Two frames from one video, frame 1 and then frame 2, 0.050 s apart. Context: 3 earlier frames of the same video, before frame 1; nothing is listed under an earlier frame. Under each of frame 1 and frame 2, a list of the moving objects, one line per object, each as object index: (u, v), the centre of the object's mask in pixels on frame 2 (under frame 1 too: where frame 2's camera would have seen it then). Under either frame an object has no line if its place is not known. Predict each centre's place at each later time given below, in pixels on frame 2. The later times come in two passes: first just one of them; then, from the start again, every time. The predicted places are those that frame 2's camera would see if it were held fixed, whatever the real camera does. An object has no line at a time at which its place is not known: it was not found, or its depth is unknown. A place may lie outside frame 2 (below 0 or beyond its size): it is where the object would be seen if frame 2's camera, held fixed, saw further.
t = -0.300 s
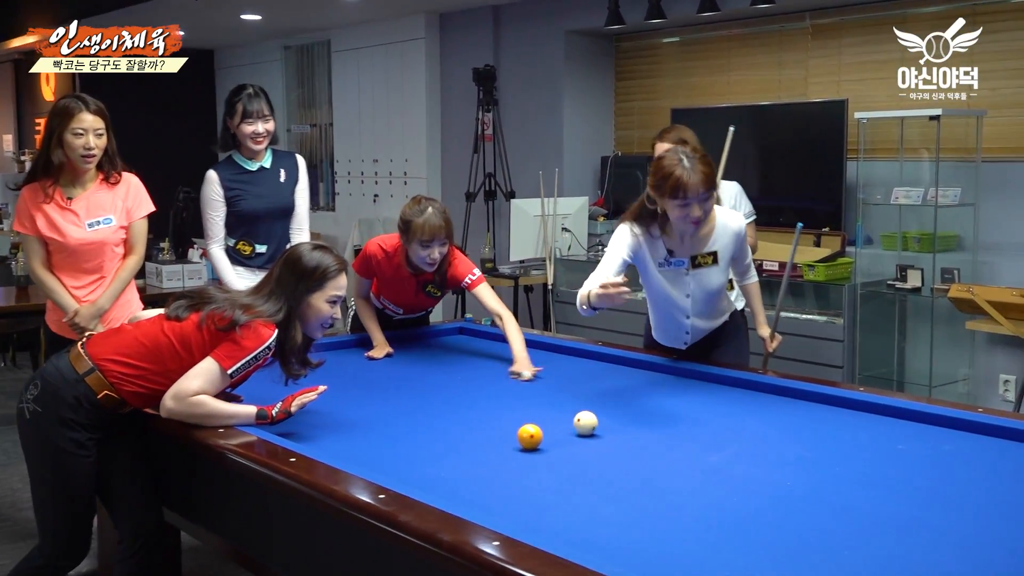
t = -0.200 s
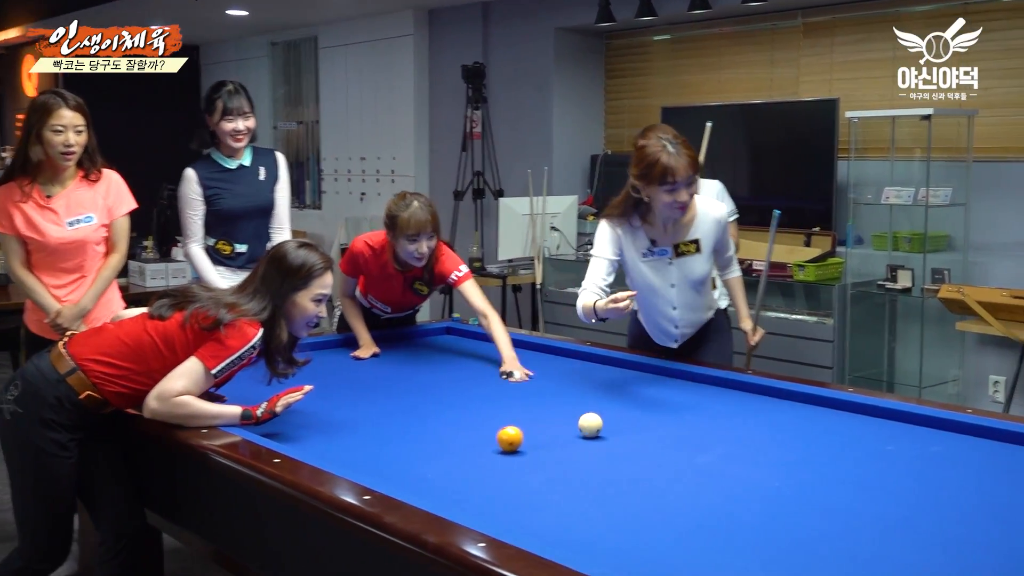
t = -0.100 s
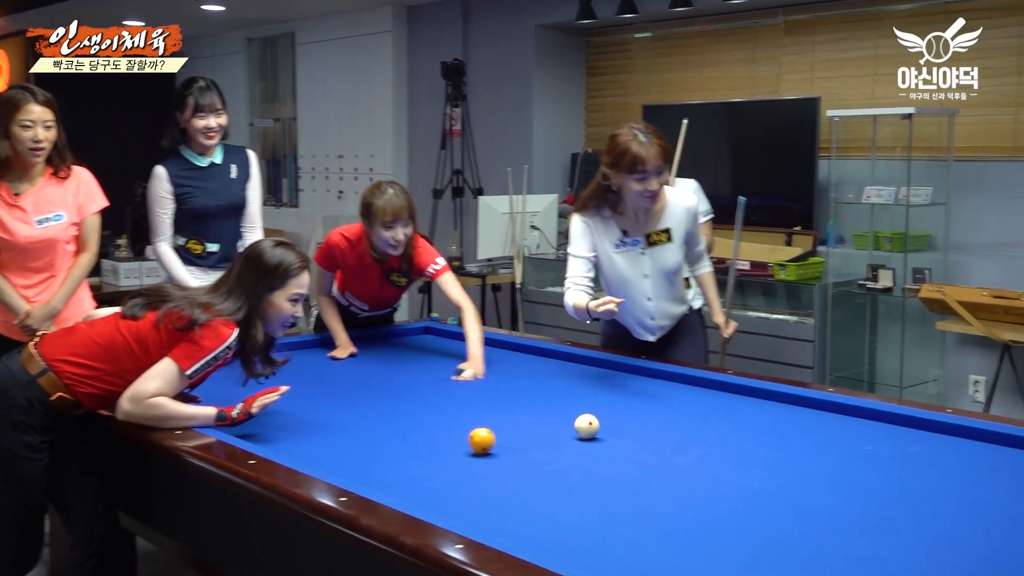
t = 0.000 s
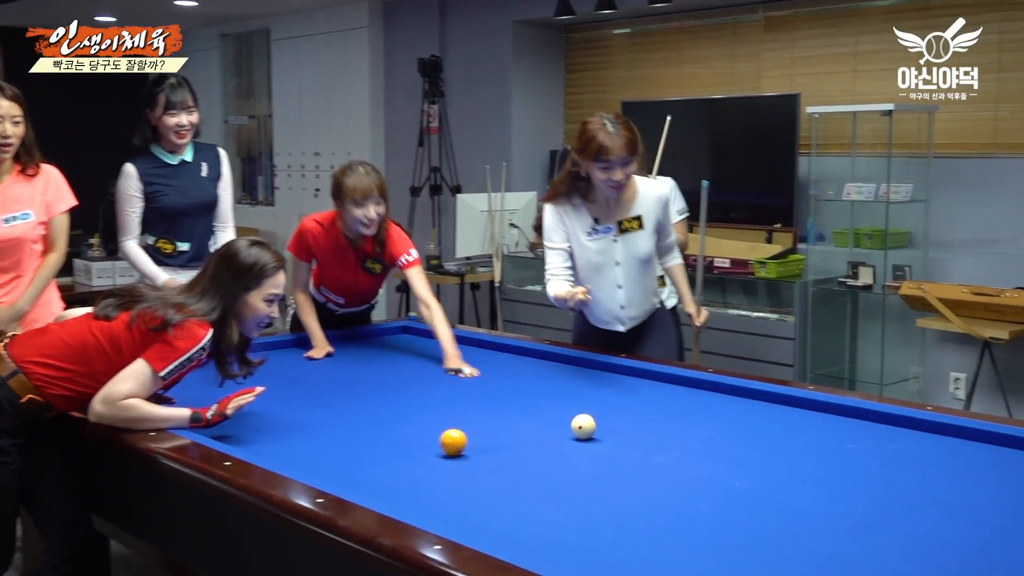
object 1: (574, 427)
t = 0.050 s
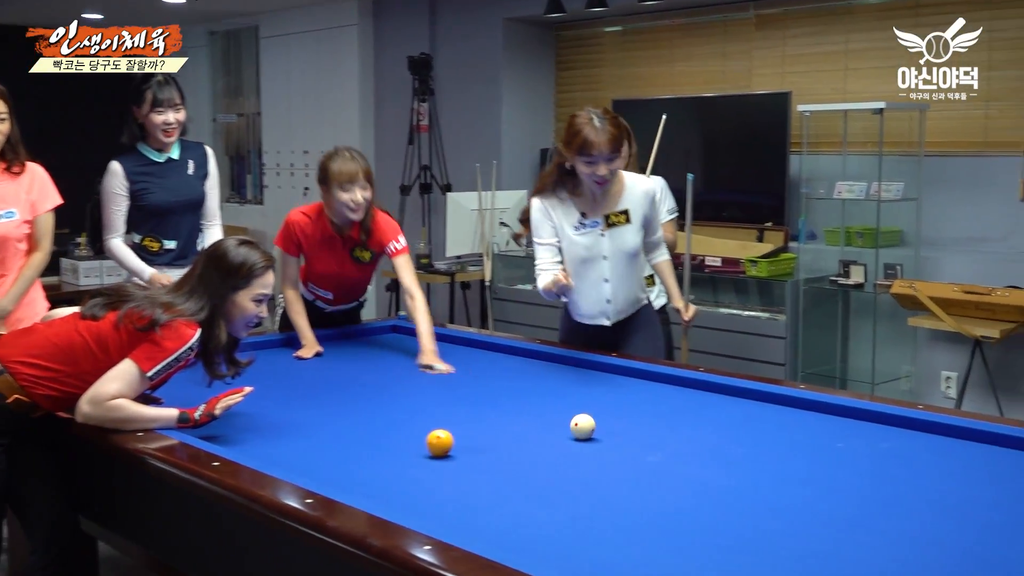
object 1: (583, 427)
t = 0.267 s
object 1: (617, 426)
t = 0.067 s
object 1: (585, 427)
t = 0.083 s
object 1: (588, 427)
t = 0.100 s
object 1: (591, 427)
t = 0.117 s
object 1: (593, 426)
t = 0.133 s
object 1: (596, 427)
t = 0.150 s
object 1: (599, 426)
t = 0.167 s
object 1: (601, 427)
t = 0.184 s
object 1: (604, 427)
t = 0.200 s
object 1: (607, 426)
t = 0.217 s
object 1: (609, 426)
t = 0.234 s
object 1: (612, 426)
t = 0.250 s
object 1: (614, 426)
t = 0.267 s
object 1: (617, 426)
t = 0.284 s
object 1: (619, 426)
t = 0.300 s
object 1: (622, 426)
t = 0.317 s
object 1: (625, 426)
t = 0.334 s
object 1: (627, 427)
